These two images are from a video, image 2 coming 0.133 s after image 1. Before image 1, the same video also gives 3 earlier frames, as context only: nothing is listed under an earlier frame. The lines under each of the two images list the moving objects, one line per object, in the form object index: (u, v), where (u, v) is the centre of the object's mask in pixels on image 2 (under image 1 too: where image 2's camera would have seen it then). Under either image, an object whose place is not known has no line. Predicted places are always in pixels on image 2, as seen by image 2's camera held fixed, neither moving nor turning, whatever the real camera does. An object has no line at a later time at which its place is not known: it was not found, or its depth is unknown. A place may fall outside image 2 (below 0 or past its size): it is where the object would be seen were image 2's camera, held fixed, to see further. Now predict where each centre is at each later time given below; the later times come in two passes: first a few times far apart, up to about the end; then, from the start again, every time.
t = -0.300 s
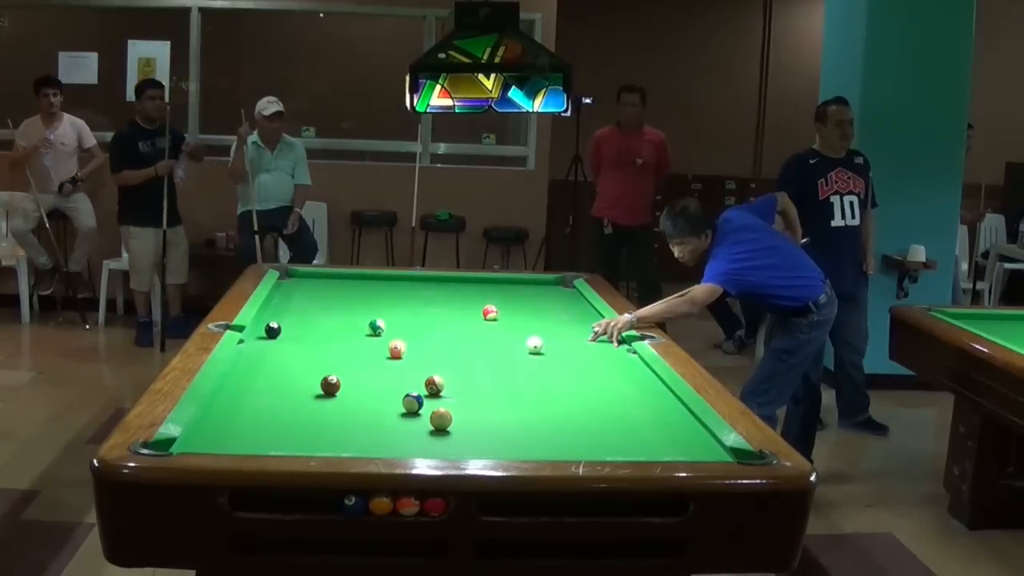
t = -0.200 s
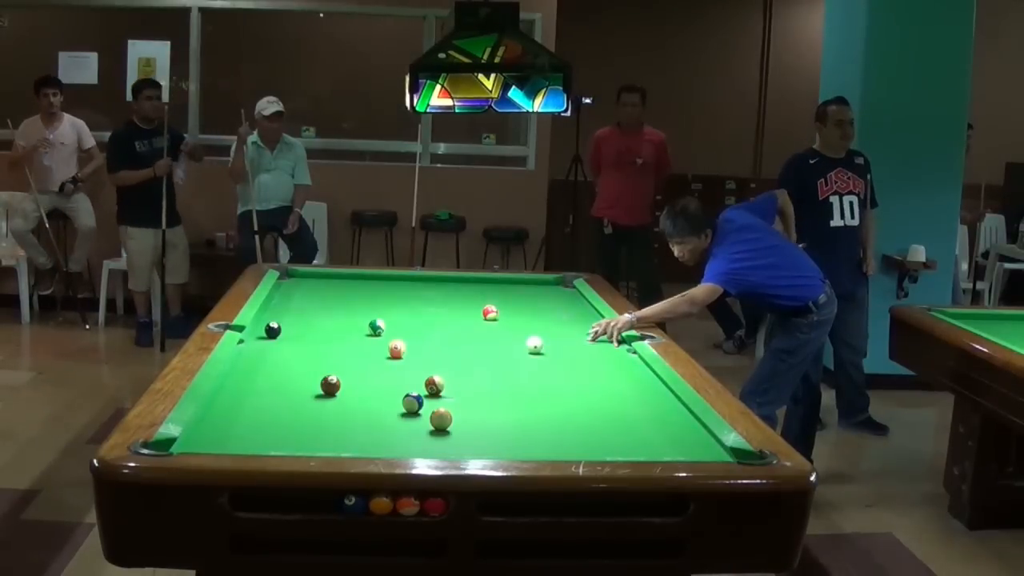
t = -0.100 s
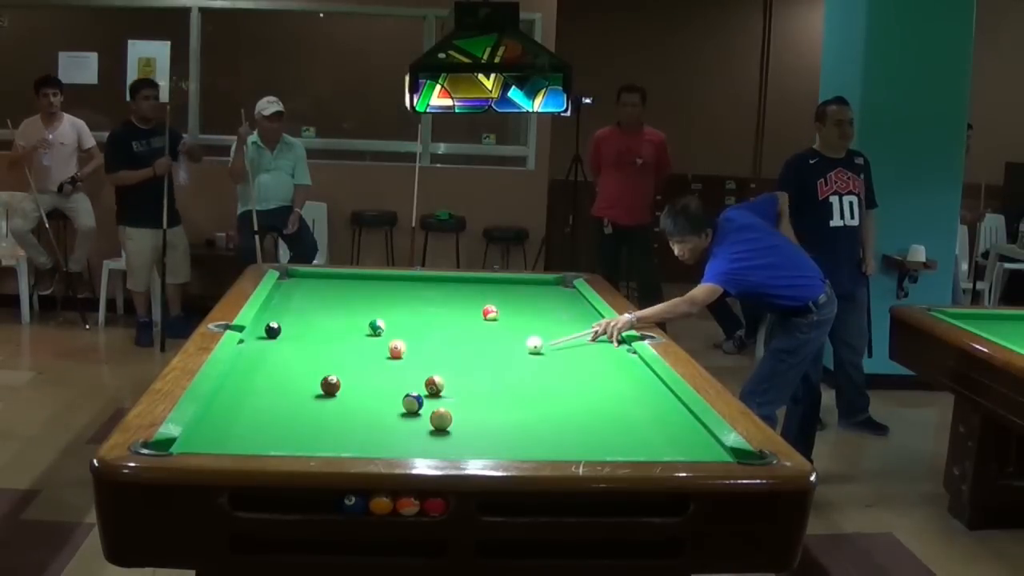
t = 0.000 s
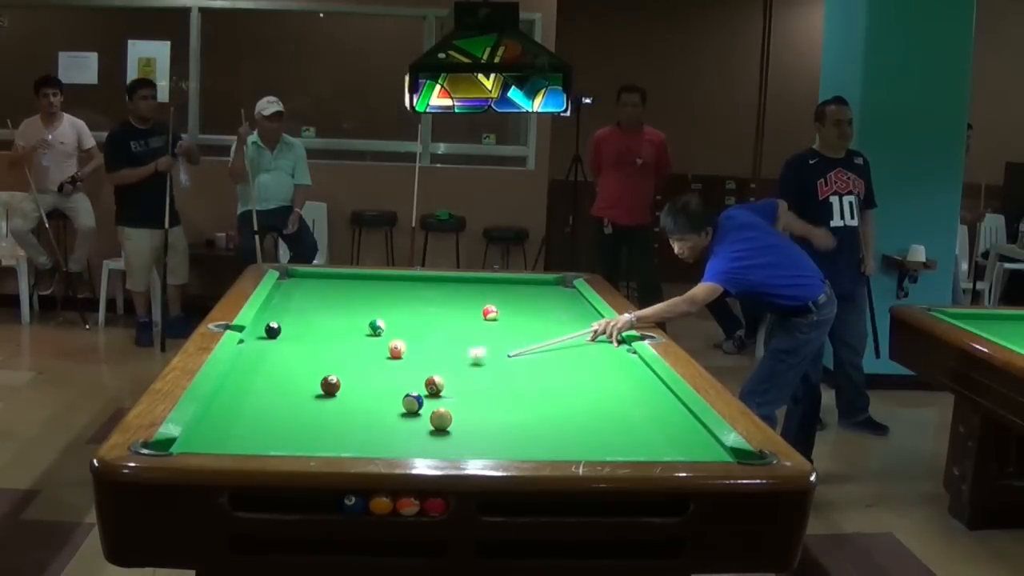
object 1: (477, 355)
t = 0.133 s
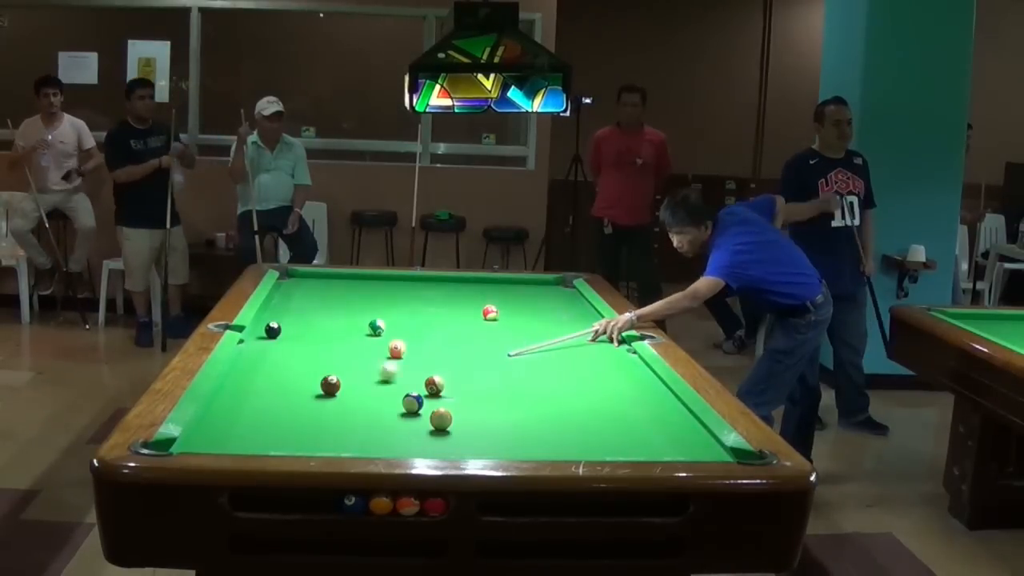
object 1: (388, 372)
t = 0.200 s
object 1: (346, 379)
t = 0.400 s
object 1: (297, 373)
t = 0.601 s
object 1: (263, 367)
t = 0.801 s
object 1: (239, 361)
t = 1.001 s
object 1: (259, 355)
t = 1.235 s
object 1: (282, 348)
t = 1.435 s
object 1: (299, 343)
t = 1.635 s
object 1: (315, 338)
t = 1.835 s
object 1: (330, 334)
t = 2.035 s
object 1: (344, 330)
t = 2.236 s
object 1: (357, 326)
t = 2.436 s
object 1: (367, 321)
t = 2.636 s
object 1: (381, 317)
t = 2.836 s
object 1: (391, 317)
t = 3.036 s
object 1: (400, 315)
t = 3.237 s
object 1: (409, 312)
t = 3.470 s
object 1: (418, 310)
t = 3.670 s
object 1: (425, 308)
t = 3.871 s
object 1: (432, 306)
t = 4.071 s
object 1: (438, 305)
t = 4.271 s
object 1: (444, 303)
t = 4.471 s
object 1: (449, 302)
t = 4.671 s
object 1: (453, 301)
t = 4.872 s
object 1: (458, 300)
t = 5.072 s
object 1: (461, 299)
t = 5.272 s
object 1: (464, 298)
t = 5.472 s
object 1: (468, 298)
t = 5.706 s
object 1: (470, 297)
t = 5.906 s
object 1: (472, 297)
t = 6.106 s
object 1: (473, 297)
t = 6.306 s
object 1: (473, 297)
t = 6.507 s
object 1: (473, 297)
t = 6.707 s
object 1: (473, 297)
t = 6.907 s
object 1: (473, 297)
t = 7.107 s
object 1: (473, 297)
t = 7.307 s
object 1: (473, 297)
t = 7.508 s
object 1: (473, 297)
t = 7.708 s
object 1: (473, 297)
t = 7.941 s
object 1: (473, 297)
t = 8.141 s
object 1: (473, 297)
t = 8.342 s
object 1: (473, 297)
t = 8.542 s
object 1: (473, 297)
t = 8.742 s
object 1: (473, 297)
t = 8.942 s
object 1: (473, 297)
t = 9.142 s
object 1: (473, 297)
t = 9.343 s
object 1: (473, 297)
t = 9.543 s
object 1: (473, 297)
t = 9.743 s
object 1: (473, 297)
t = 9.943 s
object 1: (473, 297)
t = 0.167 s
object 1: (367, 376)
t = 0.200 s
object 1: (346, 379)
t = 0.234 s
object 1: (335, 378)
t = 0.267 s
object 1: (324, 378)
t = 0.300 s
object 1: (316, 376)
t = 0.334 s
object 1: (309, 376)
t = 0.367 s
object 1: (303, 375)
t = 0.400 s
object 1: (297, 373)
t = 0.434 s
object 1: (291, 372)
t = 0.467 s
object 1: (285, 371)
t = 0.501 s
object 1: (280, 370)
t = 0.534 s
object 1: (275, 369)
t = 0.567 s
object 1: (269, 368)
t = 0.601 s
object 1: (263, 367)
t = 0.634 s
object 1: (258, 366)
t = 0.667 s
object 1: (252, 365)
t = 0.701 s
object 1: (247, 364)
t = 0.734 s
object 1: (243, 363)
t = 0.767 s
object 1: (237, 362)
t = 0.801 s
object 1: (239, 361)
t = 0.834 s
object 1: (243, 360)
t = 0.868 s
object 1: (246, 359)
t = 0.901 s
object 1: (249, 358)
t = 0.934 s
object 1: (253, 356)
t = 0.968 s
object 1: (256, 356)
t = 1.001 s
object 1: (259, 355)
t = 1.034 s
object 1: (263, 354)
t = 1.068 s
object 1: (266, 353)
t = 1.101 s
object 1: (270, 352)
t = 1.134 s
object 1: (273, 350)
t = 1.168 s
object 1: (276, 350)
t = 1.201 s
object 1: (279, 349)
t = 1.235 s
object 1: (282, 348)
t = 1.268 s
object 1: (285, 347)
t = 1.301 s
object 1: (288, 346)
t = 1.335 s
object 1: (291, 345)
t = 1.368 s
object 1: (294, 345)
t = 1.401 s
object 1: (296, 344)
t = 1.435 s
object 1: (299, 343)
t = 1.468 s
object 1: (302, 342)
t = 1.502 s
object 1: (305, 341)
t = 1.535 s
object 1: (307, 340)
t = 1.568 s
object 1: (310, 340)
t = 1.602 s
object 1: (313, 339)
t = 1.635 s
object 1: (315, 338)
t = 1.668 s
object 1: (318, 337)
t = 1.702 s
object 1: (321, 337)
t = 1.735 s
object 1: (323, 336)
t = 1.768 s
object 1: (326, 335)
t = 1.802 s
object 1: (328, 334)
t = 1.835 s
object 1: (330, 334)
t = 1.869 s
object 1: (333, 333)
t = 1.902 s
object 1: (335, 333)
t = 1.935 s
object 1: (337, 332)
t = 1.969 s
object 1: (340, 331)
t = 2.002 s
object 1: (342, 330)
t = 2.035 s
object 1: (344, 330)
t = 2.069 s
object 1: (346, 329)
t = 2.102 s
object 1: (349, 329)
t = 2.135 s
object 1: (351, 328)
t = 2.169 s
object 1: (353, 327)
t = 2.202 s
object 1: (355, 327)
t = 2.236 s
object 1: (357, 326)
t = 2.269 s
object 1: (359, 325)
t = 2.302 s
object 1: (361, 325)
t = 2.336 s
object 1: (362, 323)
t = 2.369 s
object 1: (363, 323)
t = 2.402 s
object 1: (365, 322)
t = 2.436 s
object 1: (367, 321)
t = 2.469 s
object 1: (368, 320)
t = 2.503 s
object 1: (371, 319)
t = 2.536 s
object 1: (373, 317)
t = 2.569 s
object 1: (377, 316)
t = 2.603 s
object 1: (379, 317)
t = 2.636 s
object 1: (381, 317)
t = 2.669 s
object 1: (383, 317)
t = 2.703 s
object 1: (384, 317)
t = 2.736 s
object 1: (386, 317)
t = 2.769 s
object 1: (388, 317)
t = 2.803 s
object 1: (389, 317)
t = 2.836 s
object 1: (391, 317)
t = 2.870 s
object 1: (392, 316)
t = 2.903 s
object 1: (394, 316)
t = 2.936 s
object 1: (395, 316)
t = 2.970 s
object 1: (397, 315)
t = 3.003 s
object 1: (398, 315)
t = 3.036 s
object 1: (400, 315)
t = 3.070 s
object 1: (401, 314)
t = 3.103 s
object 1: (403, 314)
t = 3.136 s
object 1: (404, 313)
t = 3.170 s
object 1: (406, 313)
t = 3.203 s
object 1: (407, 313)
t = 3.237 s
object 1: (409, 312)
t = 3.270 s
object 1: (410, 312)
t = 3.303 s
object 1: (411, 311)
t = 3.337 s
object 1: (413, 311)
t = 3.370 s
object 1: (414, 311)
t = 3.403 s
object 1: (415, 310)
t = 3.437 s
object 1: (416, 310)
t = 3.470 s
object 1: (418, 310)
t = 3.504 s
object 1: (419, 309)
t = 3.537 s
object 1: (420, 309)
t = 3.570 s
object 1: (421, 309)
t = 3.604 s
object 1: (422, 308)
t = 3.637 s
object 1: (424, 308)
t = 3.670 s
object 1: (425, 308)
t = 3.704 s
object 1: (426, 308)
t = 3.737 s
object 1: (427, 307)
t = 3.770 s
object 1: (428, 307)
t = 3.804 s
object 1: (429, 307)
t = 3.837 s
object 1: (431, 307)
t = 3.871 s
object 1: (432, 306)
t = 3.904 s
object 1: (433, 306)
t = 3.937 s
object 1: (434, 305)
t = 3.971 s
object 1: (435, 305)
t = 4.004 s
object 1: (436, 305)
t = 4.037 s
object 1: (437, 305)
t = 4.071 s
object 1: (438, 305)
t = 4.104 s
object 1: (439, 304)
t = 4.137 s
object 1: (440, 304)
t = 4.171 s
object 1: (441, 304)
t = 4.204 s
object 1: (442, 303)
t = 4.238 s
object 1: (443, 303)
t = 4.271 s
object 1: (444, 303)
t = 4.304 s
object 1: (444, 303)
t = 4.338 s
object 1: (445, 303)
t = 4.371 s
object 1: (446, 303)
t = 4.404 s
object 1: (447, 302)
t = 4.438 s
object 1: (448, 302)
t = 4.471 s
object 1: (449, 302)
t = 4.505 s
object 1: (450, 302)
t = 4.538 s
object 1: (450, 301)
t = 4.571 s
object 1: (451, 301)
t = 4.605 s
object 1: (452, 301)
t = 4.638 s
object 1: (453, 301)
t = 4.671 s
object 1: (453, 301)
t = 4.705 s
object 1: (454, 301)
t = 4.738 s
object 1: (455, 301)
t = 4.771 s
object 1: (456, 300)
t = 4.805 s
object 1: (456, 300)
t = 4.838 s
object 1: (457, 300)
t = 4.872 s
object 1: (458, 300)
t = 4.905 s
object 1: (458, 300)
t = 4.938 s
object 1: (459, 300)
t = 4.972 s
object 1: (460, 299)
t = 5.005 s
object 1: (460, 299)
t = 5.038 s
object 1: (461, 299)
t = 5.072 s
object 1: (461, 299)
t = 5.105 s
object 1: (462, 299)
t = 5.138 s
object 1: (463, 299)
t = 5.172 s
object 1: (463, 299)
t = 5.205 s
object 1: (464, 299)
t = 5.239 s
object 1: (464, 299)
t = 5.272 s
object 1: (464, 298)
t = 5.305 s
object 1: (465, 298)
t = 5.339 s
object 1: (466, 298)
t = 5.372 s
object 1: (466, 298)
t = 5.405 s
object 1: (467, 298)
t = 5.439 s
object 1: (467, 298)
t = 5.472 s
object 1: (468, 298)
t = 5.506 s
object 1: (468, 298)
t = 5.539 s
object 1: (468, 298)
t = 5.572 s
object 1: (469, 298)
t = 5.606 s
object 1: (469, 298)
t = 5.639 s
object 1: (469, 297)
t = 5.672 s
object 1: (470, 298)
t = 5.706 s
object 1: (470, 297)
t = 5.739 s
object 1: (470, 297)
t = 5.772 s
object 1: (471, 297)
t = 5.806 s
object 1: (471, 297)
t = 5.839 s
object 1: (471, 297)
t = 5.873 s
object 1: (471, 297)
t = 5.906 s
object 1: (472, 297)
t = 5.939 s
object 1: (472, 297)
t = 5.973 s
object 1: (472, 297)
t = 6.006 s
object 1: (472, 297)
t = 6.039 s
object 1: (472, 297)
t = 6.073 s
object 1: (473, 297)
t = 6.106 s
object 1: (473, 297)
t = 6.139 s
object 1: (473, 297)
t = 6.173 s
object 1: (473, 297)
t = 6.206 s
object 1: (473, 297)
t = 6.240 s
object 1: (473, 297)
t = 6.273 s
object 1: (473, 297)
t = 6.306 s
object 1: (473, 297)
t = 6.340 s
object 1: (473, 297)
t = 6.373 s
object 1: (473, 297)
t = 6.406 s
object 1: (473, 297)
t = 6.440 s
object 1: (473, 297)
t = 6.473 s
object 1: (473, 297)
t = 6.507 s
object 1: (473, 297)
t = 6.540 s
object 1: (473, 297)
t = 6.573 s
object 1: (473, 297)
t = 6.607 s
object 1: (473, 297)
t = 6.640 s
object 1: (473, 297)
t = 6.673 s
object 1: (473, 297)
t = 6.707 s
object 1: (473, 297)
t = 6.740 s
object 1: (473, 297)
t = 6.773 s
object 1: (473, 297)
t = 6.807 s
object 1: (473, 297)
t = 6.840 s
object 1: (473, 297)
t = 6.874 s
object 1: (473, 297)
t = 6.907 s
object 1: (473, 297)
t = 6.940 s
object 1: (473, 297)
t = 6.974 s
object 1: (473, 297)
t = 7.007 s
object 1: (473, 297)
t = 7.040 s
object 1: (473, 297)
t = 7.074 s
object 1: (473, 297)
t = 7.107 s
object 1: (473, 297)
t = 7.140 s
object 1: (473, 297)
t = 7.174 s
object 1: (473, 297)
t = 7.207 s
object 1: (473, 297)
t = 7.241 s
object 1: (473, 297)
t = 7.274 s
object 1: (473, 297)
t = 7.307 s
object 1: (473, 297)
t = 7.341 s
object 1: (473, 297)
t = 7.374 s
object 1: (473, 297)
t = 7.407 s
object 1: (473, 297)
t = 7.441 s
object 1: (473, 297)
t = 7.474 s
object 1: (473, 297)
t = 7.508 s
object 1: (473, 297)
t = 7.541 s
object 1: (473, 297)
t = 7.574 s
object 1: (473, 297)
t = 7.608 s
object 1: (473, 297)
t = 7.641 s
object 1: (473, 297)
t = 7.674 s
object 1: (473, 297)
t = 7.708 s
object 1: (473, 297)
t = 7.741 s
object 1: (473, 297)
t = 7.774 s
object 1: (473, 297)
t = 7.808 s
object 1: (473, 297)
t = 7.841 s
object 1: (473, 297)
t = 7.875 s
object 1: (473, 297)
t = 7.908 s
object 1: (473, 297)
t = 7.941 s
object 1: (473, 297)
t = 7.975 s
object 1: (473, 297)
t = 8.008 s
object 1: (473, 297)
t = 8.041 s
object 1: (473, 297)
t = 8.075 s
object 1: (473, 297)
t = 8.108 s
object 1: (473, 297)
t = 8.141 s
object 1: (473, 297)
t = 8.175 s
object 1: (473, 297)
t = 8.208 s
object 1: (473, 297)
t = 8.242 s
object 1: (473, 297)
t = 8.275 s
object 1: (473, 297)
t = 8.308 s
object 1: (473, 297)
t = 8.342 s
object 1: (473, 297)
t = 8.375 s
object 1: (473, 297)
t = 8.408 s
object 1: (473, 297)
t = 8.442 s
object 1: (473, 297)
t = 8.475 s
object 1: (473, 297)
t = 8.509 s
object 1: (473, 297)
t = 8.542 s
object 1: (473, 297)
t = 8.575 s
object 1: (473, 297)
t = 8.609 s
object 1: (473, 297)
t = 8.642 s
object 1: (473, 297)
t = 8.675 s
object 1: (473, 297)
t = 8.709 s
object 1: (473, 297)
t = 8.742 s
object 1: (473, 297)
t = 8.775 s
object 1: (473, 297)
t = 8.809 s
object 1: (473, 297)
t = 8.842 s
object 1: (473, 297)
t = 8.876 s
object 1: (473, 297)
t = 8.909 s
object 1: (473, 297)
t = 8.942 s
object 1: (473, 297)
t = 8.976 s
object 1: (473, 297)
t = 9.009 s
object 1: (473, 297)
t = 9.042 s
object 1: (473, 297)
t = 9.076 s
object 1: (473, 297)
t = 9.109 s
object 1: (473, 297)
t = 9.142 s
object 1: (473, 297)
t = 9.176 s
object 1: (473, 297)
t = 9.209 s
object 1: (473, 297)
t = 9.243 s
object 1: (473, 297)
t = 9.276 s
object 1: (473, 297)
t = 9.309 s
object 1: (473, 297)
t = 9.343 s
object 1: (473, 297)
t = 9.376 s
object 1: (473, 297)
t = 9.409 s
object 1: (473, 297)
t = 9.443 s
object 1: (473, 297)
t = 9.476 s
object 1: (473, 297)
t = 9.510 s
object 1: (473, 297)
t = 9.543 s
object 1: (473, 297)
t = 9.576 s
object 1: (473, 297)
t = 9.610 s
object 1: (473, 297)
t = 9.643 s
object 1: (473, 297)
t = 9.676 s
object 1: (473, 297)
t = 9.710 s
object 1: (473, 297)
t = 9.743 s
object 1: (473, 297)
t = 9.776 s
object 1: (473, 297)
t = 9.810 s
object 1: (473, 297)
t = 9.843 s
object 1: (473, 297)
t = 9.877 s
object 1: (473, 297)
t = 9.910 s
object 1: (473, 297)
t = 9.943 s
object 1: (473, 297)
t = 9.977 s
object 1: (473, 297)
